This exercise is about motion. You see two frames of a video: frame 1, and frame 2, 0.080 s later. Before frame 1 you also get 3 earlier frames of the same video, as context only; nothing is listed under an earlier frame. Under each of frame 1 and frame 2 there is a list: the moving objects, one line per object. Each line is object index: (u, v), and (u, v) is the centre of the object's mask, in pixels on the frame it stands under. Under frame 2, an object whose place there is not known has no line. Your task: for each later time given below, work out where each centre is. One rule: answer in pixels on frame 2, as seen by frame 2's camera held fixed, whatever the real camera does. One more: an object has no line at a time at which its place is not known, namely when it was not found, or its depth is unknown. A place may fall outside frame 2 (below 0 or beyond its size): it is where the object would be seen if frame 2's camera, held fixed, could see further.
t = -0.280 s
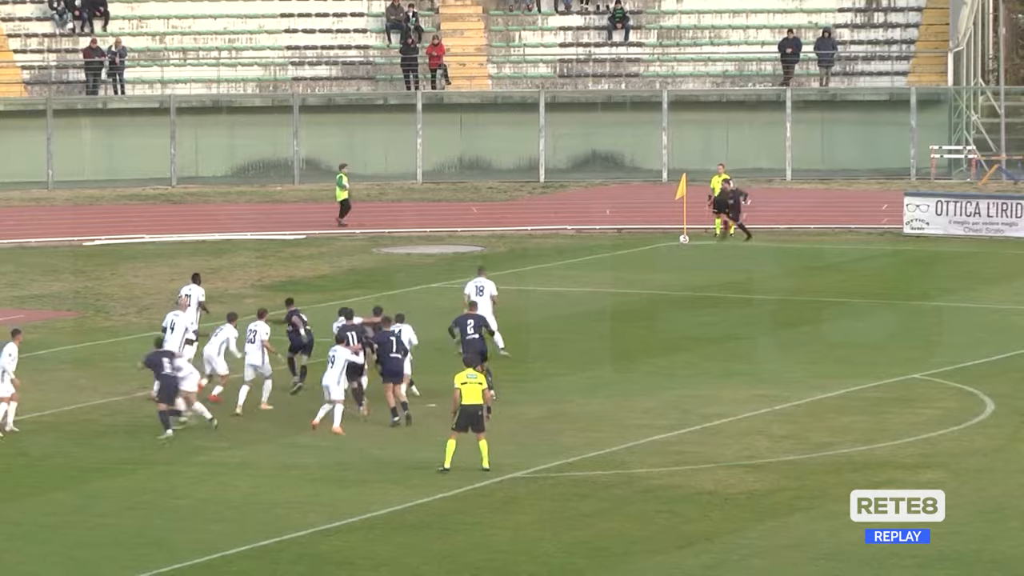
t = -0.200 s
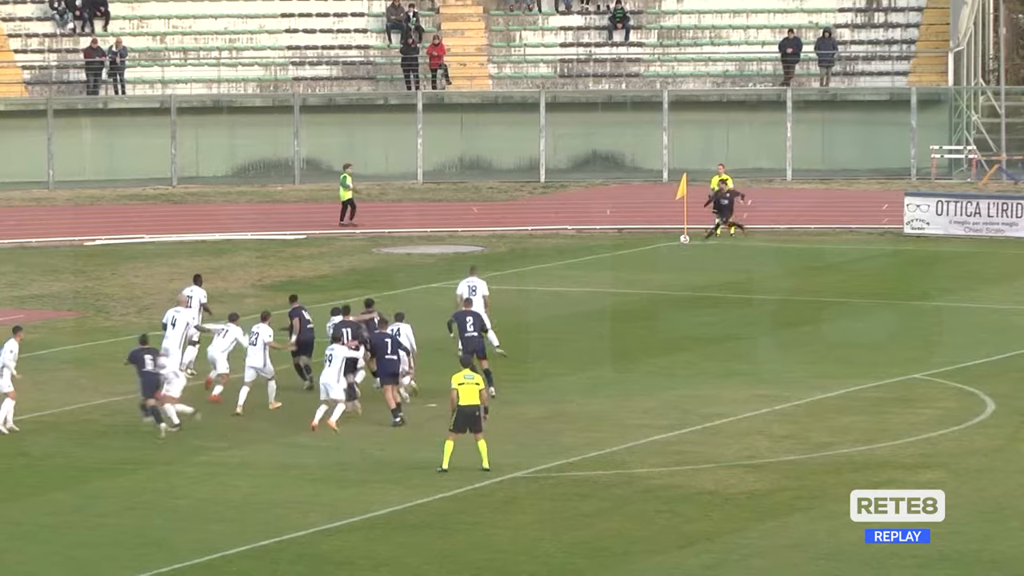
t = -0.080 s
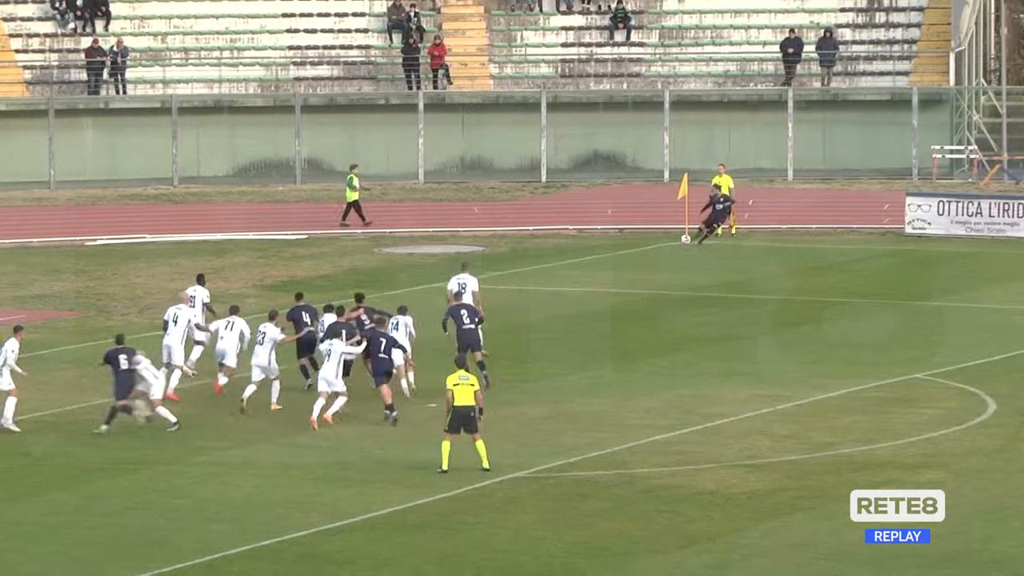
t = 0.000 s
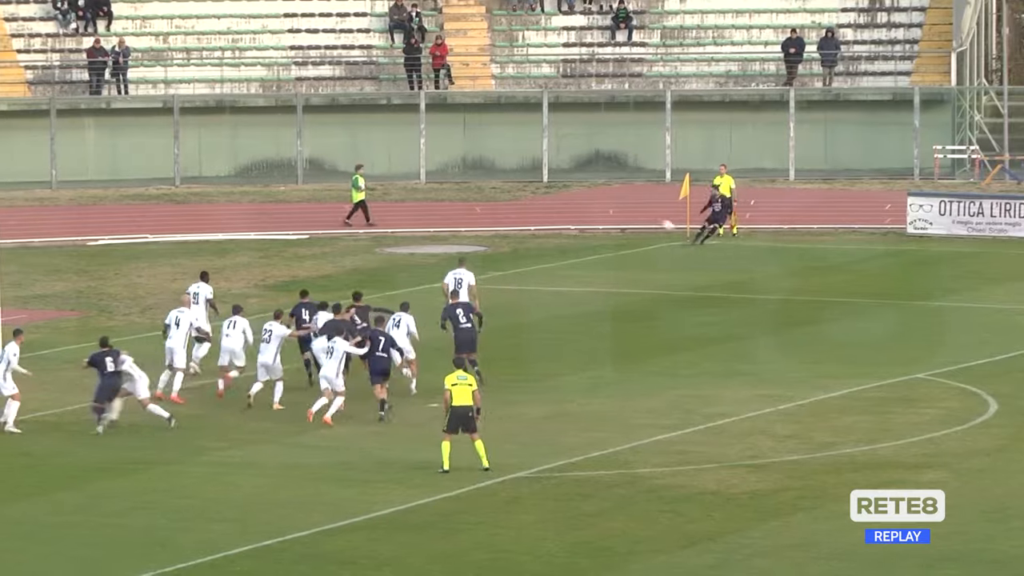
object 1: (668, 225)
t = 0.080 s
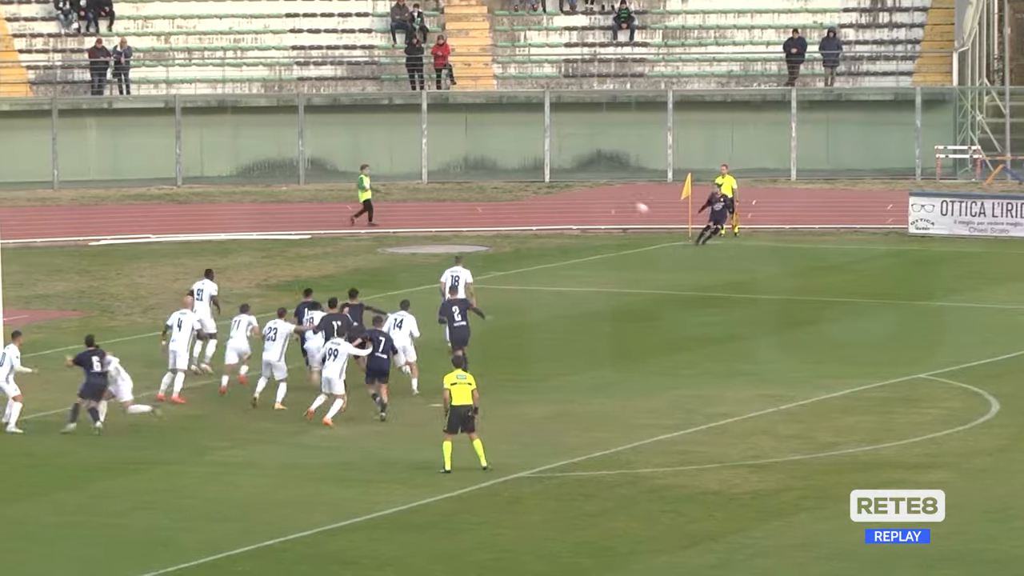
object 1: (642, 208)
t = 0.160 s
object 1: (612, 191)
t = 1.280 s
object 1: (180, 97)
